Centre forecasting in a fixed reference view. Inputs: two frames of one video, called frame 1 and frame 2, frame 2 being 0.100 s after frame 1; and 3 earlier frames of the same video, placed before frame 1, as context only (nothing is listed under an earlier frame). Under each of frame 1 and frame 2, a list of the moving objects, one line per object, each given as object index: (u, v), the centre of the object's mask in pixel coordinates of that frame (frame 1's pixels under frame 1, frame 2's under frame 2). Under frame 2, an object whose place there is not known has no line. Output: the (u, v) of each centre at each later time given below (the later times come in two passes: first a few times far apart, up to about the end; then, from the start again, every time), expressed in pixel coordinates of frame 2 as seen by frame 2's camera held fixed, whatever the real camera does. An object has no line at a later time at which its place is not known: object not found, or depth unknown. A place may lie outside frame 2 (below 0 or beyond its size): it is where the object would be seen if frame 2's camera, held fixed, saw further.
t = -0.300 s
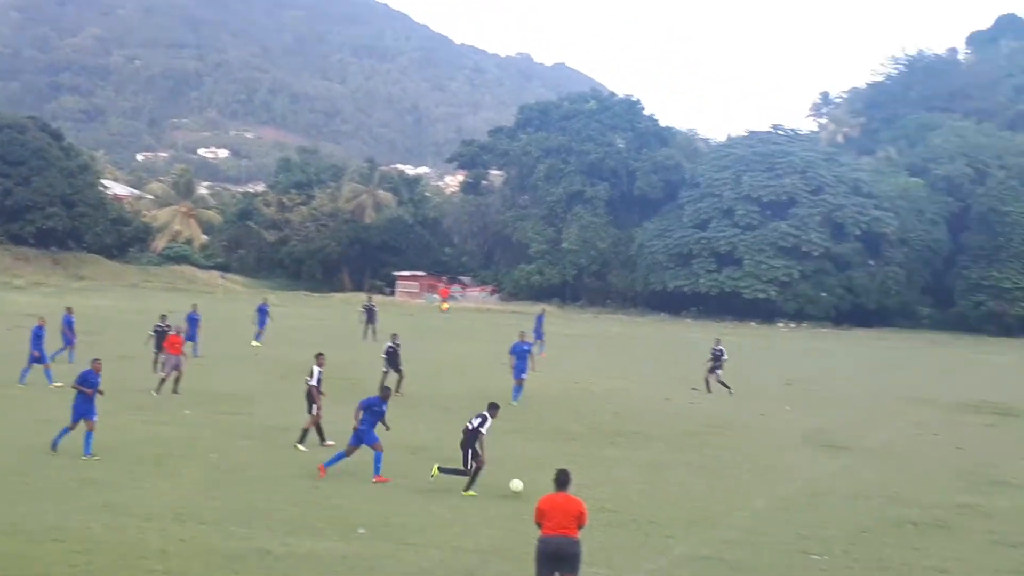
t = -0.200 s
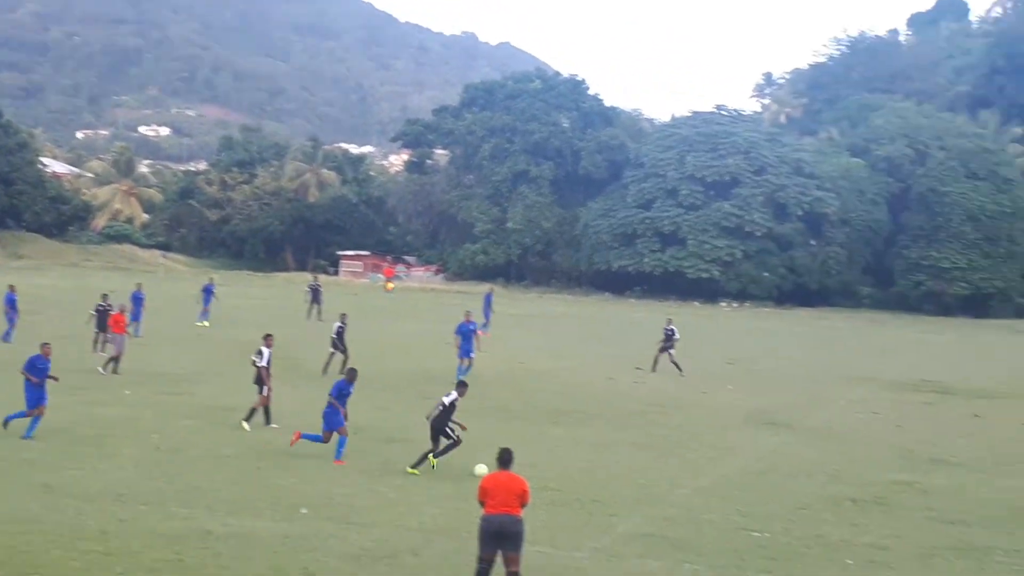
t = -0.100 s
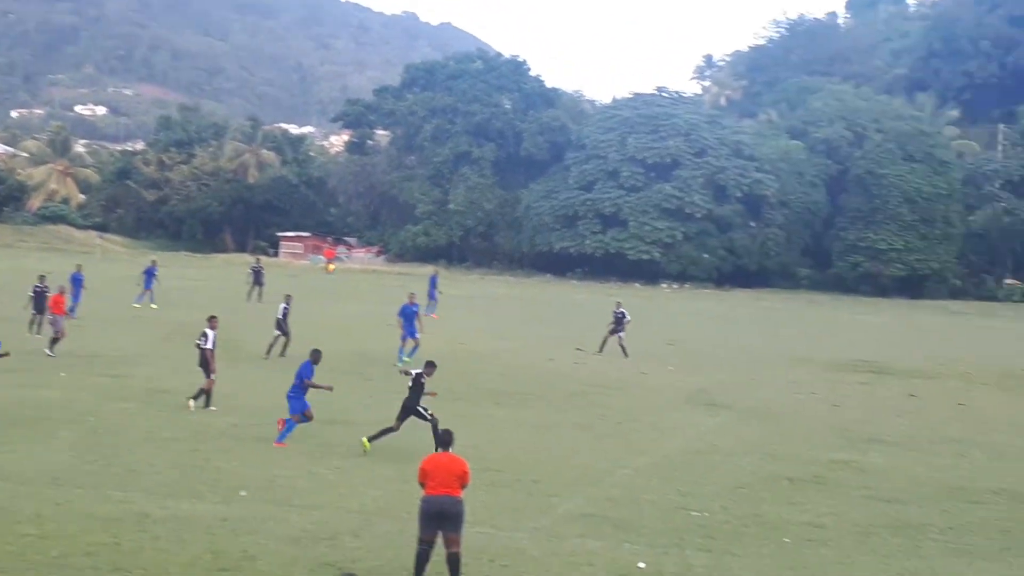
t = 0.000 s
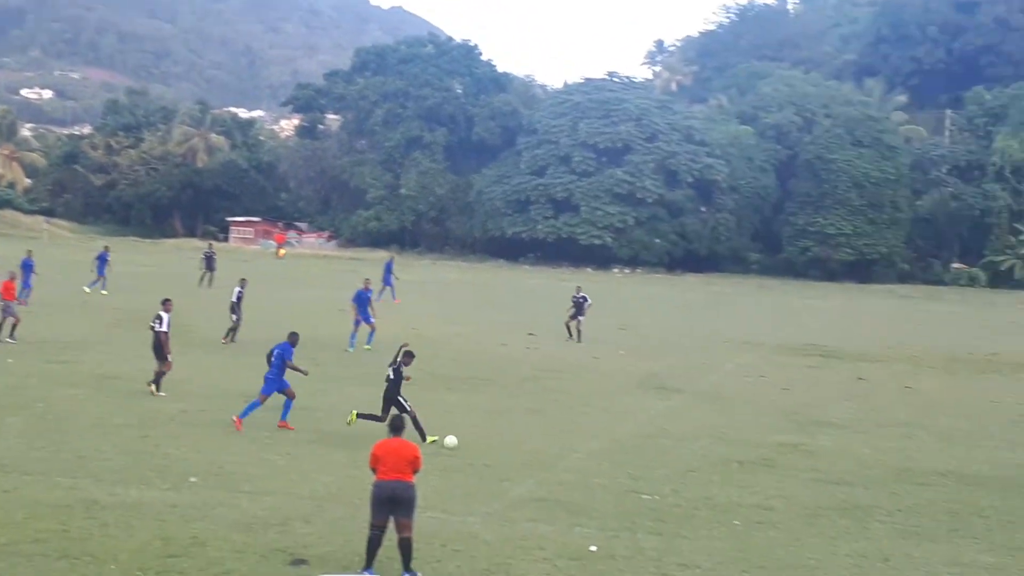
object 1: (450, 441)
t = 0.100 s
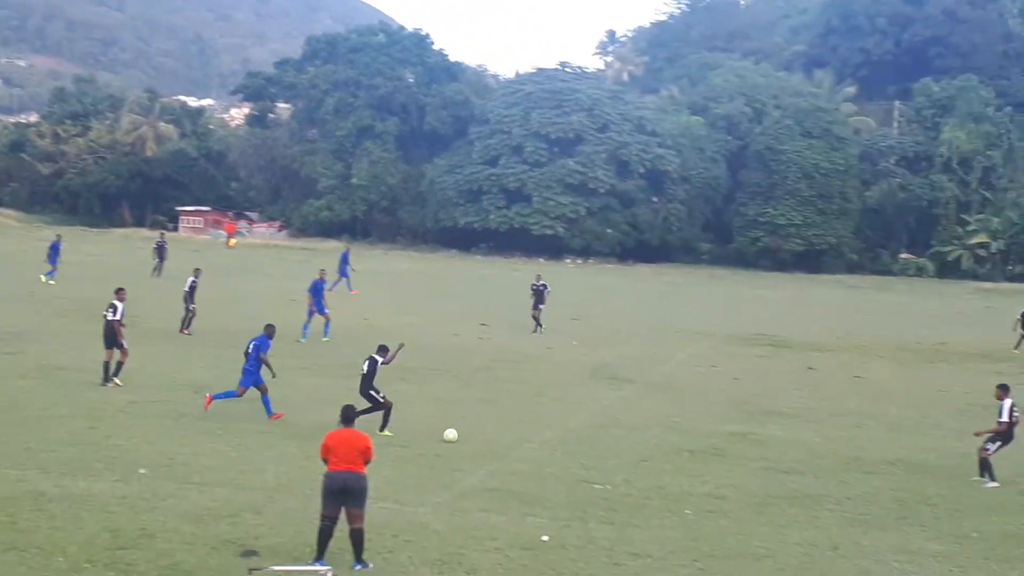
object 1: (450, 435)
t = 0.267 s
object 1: (522, 443)
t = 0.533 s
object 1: (621, 453)
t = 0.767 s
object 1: (701, 460)
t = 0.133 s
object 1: (465, 437)
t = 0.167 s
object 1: (480, 438)
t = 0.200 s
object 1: (494, 440)
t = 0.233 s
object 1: (508, 441)
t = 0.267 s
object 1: (522, 443)
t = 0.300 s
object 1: (535, 444)
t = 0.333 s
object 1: (547, 444)
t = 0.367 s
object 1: (560, 446)
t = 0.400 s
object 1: (573, 447)
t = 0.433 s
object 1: (585, 449)
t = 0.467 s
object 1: (597, 450)
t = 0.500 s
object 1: (609, 451)
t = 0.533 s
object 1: (621, 453)
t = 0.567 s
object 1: (633, 453)
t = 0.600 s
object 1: (645, 455)
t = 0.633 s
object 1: (656, 456)
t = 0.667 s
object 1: (667, 456)
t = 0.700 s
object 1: (679, 457)
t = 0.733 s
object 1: (689, 459)
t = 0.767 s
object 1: (701, 460)
